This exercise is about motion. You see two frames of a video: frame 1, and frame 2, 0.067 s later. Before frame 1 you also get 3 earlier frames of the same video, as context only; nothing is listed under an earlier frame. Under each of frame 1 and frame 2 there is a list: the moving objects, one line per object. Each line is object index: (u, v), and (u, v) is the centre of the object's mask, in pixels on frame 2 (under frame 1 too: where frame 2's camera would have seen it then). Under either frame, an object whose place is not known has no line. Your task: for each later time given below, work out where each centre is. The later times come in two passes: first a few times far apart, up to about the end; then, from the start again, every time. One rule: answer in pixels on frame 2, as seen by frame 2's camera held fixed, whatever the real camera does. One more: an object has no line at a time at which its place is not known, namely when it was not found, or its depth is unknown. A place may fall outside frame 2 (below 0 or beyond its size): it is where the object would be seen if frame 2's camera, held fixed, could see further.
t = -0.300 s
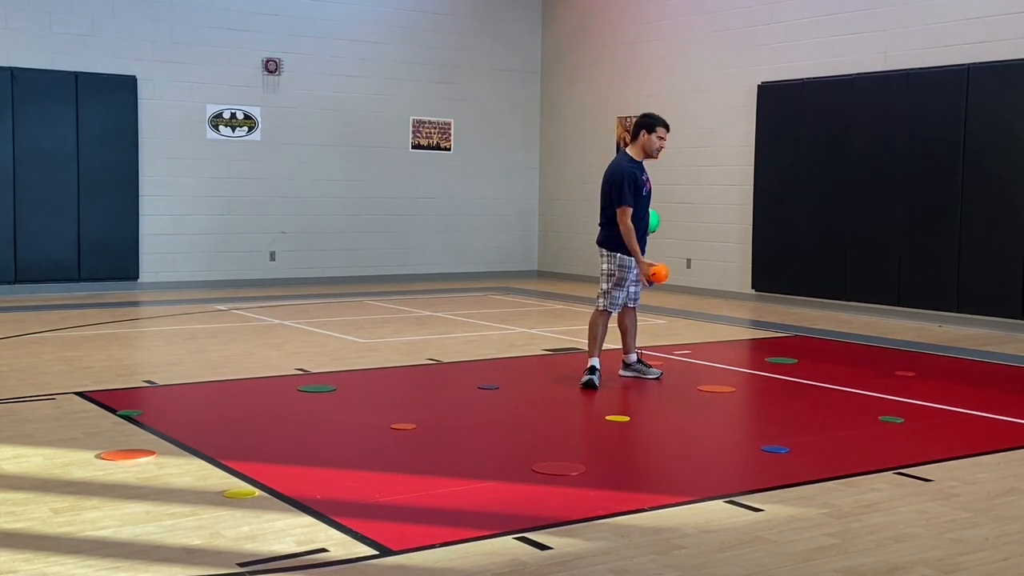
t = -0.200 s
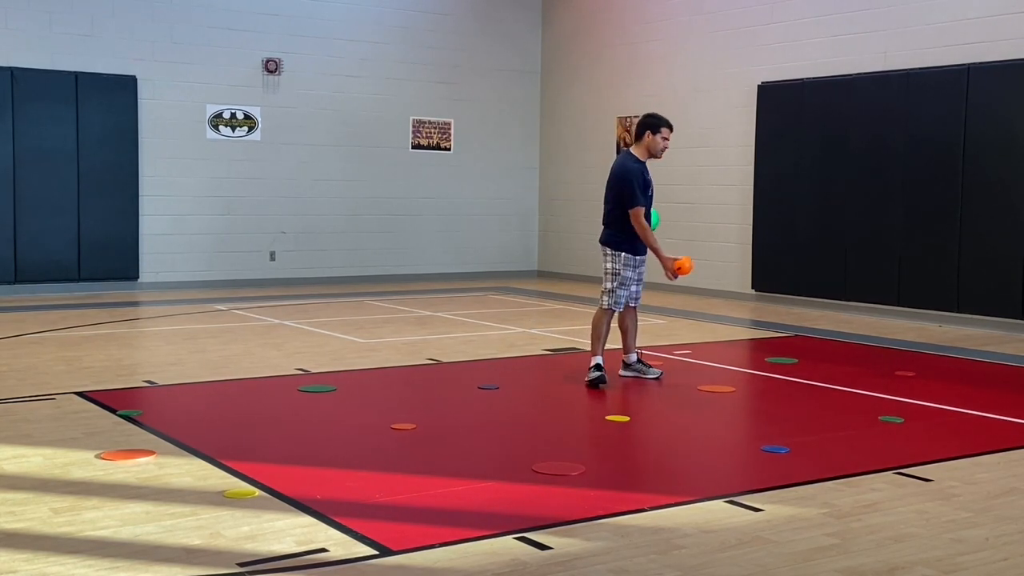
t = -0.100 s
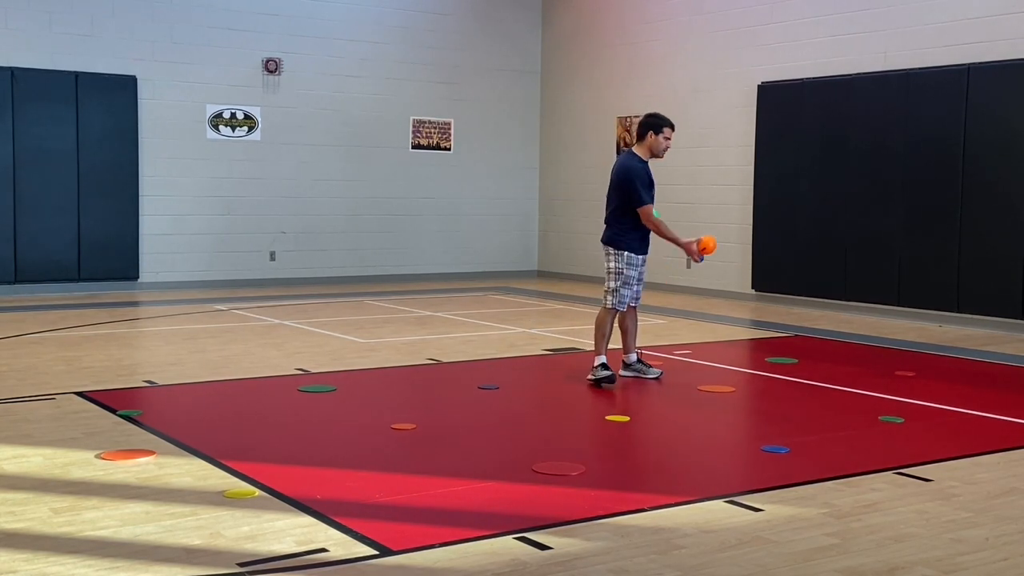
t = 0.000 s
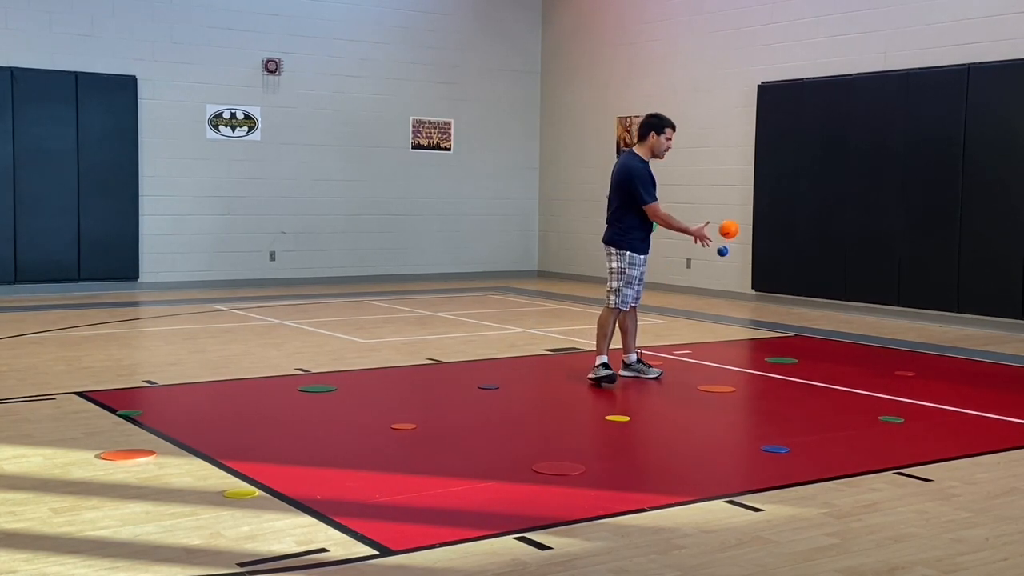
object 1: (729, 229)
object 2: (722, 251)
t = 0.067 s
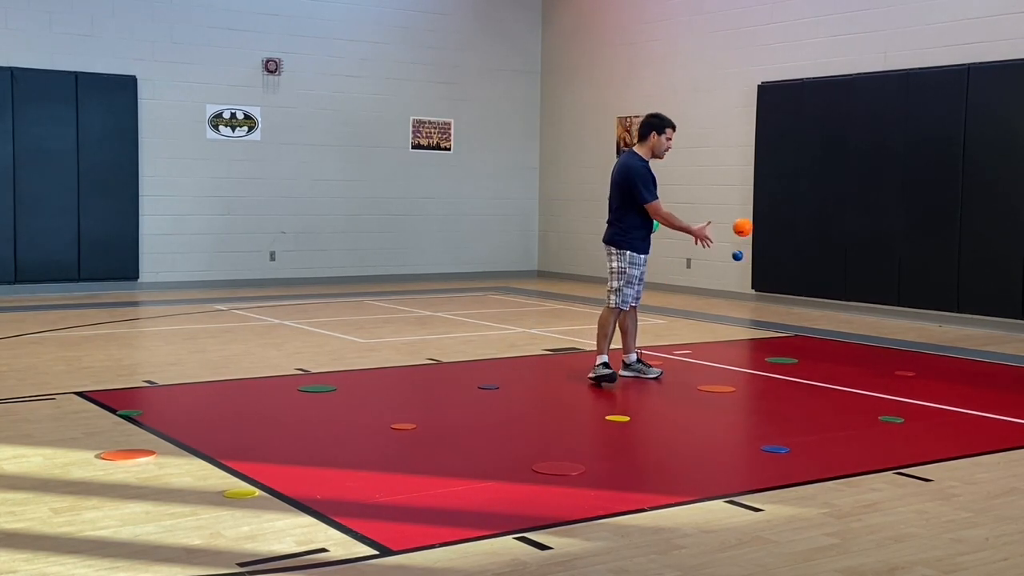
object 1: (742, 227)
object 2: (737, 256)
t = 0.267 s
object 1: (780, 262)
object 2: (778, 307)
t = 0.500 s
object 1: (815, 358)
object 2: (811, 332)
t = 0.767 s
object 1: (835, 308)
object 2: (836, 331)
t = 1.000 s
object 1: (848, 346)
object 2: (856, 337)
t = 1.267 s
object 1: (867, 336)
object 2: (875, 345)
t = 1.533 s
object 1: (883, 343)
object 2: (894, 348)
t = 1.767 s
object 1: (896, 347)
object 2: (907, 345)
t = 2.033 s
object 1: (908, 347)
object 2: (920, 342)
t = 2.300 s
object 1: (921, 346)
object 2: (933, 340)
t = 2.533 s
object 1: (932, 345)
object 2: (943, 338)
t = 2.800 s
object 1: (944, 343)
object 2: (953, 336)
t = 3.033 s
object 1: (952, 342)
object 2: (961, 334)
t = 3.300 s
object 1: (963, 341)
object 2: (969, 331)
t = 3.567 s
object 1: (973, 340)
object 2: (976, 329)
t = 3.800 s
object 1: (982, 339)
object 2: (982, 328)
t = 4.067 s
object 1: (990, 338)
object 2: (979, 328)
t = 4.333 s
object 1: (998, 337)
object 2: (971, 328)
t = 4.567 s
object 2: (965, 328)
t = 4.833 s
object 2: (957, 328)
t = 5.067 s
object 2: (950, 328)
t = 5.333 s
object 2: (942, 327)
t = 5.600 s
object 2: (935, 327)
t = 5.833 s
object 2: (929, 327)
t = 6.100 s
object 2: (922, 327)
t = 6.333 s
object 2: (917, 327)
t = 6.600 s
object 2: (911, 326)
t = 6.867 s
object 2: (906, 326)
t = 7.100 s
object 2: (901, 326)
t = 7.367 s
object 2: (896, 325)
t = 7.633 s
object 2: (891, 325)
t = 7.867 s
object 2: (888, 325)
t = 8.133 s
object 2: (885, 325)
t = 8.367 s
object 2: (882, 325)
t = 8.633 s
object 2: (879, 324)
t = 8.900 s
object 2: (877, 324)
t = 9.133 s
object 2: (874, 324)
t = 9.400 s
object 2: (873, 324)
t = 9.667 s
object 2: (872, 324)
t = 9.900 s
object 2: (871, 324)
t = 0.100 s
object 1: (749, 229)
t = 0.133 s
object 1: (756, 232)
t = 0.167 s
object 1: (762, 237)
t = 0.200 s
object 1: (768, 244)
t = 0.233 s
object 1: (774, 252)
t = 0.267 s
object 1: (780, 262)
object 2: (778, 307)
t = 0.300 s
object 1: (786, 273)
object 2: (784, 320)
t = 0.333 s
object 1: (791, 285)
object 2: (790, 335)
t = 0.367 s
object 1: (797, 299)
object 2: (795, 352)
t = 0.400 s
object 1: (802, 315)
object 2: (800, 360)
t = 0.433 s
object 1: (807, 332)
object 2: (804, 349)
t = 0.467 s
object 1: (811, 350)
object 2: (806, 338)
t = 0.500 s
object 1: (815, 358)
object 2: (811, 332)
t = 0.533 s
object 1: (818, 346)
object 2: (815, 327)
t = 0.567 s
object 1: (821, 336)
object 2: (818, 323)
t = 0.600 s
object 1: (824, 327)
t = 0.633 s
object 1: (826, 320)
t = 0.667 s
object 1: (828, 315)
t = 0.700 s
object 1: (831, 311)
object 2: (831, 324)
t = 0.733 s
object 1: (833, 309)
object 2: (834, 326)
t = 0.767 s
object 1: (835, 308)
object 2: (836, 331)
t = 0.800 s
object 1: (837, 309)
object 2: (839, 338)
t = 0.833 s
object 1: (839, 311)
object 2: (842, 347)
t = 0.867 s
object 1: (841, 315)
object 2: (845, 356)
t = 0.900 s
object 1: (843, 321)
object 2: (847, 350)
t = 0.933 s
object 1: (845, 328)
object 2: (850, 344)
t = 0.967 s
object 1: (847, 337)
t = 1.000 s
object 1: (848, 346)
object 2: (856, 337)
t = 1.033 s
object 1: (850, 355)
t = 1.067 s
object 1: (853, 348)
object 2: (860, 338)
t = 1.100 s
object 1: (855, 342)
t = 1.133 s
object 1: (858, 338)
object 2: (867, 345)
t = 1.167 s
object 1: (860, 336)
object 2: (867, 349)
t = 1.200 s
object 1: (862, 334)
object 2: (869, 350)
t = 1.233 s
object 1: (865, 335)
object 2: (872, 347)
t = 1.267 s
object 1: (867, 336)
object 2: (875, 345)
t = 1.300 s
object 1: (869, 339)
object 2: (879, 345)
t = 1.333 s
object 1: (871, 343)
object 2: (881, 344)
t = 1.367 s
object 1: (873, 349)
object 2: (882, 344)
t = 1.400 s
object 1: (875, 351)
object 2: (886, 349)
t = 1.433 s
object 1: (878, 346)
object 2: (888, 346)
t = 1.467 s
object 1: (880, 344)
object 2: (890, 346)
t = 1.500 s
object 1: (882, 343)
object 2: (892, 346)
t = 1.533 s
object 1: (883, 343)
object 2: (894, 348)
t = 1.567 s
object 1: (885, 345)
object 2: (896, 346)
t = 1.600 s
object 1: (887, 347)
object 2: (898, 345)
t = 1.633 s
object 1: (889, 349)
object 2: (899, 347)
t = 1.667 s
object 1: (891, 347)
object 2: (902, 346)
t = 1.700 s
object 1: (892, 346)
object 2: (904, 346)
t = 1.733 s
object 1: (894, 345)
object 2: (905, 345)
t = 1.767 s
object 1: (896, 347)
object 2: (907, 345)
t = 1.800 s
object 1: (897, 348)
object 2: (908, 345)
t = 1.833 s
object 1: (899, 347)
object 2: (910, 344)
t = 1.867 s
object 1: (900, 347)
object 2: (912, 344)
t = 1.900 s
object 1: (902, 348)
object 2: (914, 344)
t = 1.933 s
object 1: (904, 348)
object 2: (916, 344)
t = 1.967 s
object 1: (906, 347)
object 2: (917, 343)
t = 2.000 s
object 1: (907, 347)
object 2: (919, 343)
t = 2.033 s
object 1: (908, 347)
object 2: (920, 342)
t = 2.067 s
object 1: (910, 347)
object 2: (922, 342)
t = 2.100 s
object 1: (911, 347)
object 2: (924, 342)
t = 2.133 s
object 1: (913, 347)
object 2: (925, 342)
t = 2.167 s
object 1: (915, 347)
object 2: (927, 341)
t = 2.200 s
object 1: (917, 346)
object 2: (928, 341)
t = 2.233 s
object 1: (918, 346)
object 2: (930, 341)
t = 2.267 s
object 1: (920, 346)
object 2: (931, 340)
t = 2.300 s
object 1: (921, 346)
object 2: (933, 340)
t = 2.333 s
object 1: (923, 346)
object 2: (934, 340)
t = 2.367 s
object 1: (924, 345)
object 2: (936, 339)
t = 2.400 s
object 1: (926, 345)
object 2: (937, 339)
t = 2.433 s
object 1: (928, 345)
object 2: (939, 339)
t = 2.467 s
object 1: (929, 345)
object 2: (940, 338)
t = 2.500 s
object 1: (930, 345)
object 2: (942, 338)
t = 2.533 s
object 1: (932, 345)
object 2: (943, 338)
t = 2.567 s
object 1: (934, 344)
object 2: (944, 338)
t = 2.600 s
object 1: (935, 344)
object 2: (946, 337)
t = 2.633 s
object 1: (936, 344)
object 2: (947, 337)
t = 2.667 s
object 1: (937, 344)
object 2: (948, 337)
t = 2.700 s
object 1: (939, 344)
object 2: (949, 337)
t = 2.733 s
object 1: (940, 344)
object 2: (951, 336)
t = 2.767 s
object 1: (942, 344)
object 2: (952, 336)
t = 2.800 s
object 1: (944, 343)
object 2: (953, 336)
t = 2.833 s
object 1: (945, 343)
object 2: (954, 335)
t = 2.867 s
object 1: (946, 343)
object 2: (956, 335)
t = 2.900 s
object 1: (947, 343)
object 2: (957, 335)
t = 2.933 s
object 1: (949, 343)
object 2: (958, 334)
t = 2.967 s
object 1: (950, 342)
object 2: (959, 334)
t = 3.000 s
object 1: (952, 342)
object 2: (960, 334)
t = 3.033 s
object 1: (952, 342)
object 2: (961, 334)
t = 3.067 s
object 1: (954, 342)
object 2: (962, 333)
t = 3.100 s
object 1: (956, 342)
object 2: (963, 333)
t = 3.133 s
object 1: (957, 342)
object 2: (964, 333)
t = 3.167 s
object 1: (958, 341)
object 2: (965, 333)
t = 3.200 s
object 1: (960, 341)
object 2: (966, 332)
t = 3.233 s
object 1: (961, 341)
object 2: (967, 332)
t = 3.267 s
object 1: (962, 341)
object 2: (968, 332)
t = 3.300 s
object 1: (963, 341)
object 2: (969, 331)
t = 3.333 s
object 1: (965, 341)
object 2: (970, 331)
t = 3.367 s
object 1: (966, 340)
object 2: (971, 331)
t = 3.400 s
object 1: (967, 341)
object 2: (972, 331)
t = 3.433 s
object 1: (968, 340)
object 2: (973, 331)
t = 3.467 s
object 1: (970, 340)
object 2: (974, 330)
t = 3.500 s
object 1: (971, 340)
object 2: (975, 330)
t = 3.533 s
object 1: (972, 340)
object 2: (976, 330)
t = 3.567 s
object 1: (973, 340)
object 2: (976, 329)
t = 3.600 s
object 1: (975, 340)
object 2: (977, 329)
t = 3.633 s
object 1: (976, 339)
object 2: (978, 329)
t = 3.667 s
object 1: (977, 339)
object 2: (979, 329)
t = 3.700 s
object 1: (978, 339)
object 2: (979, 328)
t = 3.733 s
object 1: (979, 339)
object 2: (980, 328)
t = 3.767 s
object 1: (981, 339)
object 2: (981, 328)
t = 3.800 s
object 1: (982, 339)
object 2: (982, 328)
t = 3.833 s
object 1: (983, 339)
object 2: (983, 328)
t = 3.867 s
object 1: (984, 338)
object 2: (983, 328)
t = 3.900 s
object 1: (985, 338)
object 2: (984, 328)
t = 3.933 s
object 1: (986, 338)
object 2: (985, 327)
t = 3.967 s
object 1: (987, 338)
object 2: (983, 327)
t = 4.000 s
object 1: (988, 338)
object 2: (982, 327)
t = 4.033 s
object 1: (989, 338)
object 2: (981, 328)
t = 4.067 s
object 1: (990, 338)
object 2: (979, 328)
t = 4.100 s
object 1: (991, 338)
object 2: (979, 328)
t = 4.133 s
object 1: (992, 337)
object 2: (978, 328)
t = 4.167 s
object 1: (993, 337)
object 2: (977, 328)
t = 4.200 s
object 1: (994, 337)
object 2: (975, 328)
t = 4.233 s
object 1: (995, 337)
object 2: (974, 328)
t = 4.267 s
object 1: (996, 337)
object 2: (973, 328)
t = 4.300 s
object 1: (997, 337)
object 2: (972, 328)
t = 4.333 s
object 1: (998, 337)
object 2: (971, 328)
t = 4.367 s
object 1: (999, 337)
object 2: (970, 328)
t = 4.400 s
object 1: (1000, 336)
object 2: (970, 328)
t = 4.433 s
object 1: (1001, 336)
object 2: (968, 328)
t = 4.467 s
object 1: (1002, 336)
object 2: (968, 328)
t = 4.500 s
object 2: (967, 328)
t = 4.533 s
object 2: (966, 328)
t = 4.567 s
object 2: (965, 328)
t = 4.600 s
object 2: (964, 328)
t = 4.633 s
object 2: (963, 328)
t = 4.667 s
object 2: (962, 328)
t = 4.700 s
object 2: (961, 328)
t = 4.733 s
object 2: (960, 328)
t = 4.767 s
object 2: (959, 328)
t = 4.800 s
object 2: (958, 328)
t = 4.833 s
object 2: (957, 328)
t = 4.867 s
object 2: (956, 328)
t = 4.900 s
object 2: (955, 328)
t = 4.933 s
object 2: (954, 328)
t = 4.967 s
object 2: (953, 327)
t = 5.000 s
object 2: (952, 327)
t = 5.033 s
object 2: (951, 327)
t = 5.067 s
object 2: (950, 328)
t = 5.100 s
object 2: (949, 327)
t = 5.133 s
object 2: (948, 327)
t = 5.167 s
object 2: (947, 328)
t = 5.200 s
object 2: (946, 327)
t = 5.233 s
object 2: (945, 327)
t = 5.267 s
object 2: (944, 327)
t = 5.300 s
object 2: (943, 327)
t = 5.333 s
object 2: (942, 327)
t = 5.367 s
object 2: (941, 327)
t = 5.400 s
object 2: (941, 327)
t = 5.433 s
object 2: (940, 327)
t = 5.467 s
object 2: (939, 327)
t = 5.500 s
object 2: (938, 327)
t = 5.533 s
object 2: (937, 327)
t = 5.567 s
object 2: (937, 327)
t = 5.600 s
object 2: (935, 327)
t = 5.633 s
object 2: (935, 327)
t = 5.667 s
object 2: (933, 327)
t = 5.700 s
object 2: (933, 327)
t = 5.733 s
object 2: (932, 327)
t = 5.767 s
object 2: (931, 327)
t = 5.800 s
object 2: (930, 327)
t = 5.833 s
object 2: (929, 327)
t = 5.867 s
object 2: (929, 327)
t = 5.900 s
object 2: (928, 327)
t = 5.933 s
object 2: (927, 327)
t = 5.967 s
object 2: (926, 327)
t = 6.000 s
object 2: (925, 327)
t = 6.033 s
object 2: (924, 327)
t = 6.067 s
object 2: (923, 327)
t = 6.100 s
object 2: (922, 327)
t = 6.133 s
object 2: (921, 327)
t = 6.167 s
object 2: (921, 327)
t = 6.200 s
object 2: (920, 327)
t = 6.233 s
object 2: (919, 327)
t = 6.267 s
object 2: (918, 327)
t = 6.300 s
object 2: (917, 327)
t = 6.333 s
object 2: (917, 327)
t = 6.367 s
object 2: (916, 327)
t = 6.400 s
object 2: (915, 327)
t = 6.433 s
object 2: (914, 326)
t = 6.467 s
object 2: (914, 327)
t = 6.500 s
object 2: (913, 326)
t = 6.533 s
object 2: (912, 326)
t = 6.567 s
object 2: (912, 326)
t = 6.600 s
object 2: (911, 326)
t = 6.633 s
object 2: (910, 326)
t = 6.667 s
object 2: (909, 326)
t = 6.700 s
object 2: (909, 326)
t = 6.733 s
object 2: (908, 326)
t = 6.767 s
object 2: (907, 326)
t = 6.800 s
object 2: (907, 326)
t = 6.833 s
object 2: (906, 326)
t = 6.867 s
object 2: (906, 326)
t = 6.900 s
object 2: (905, 326)
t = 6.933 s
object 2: (904, 326)
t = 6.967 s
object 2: (903, 326)
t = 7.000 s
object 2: (903, 326)
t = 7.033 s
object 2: (902, 326)
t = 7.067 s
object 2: (901, 326)
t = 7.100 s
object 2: (901, 326)
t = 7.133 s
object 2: (900, 326)
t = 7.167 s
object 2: (899, 326)
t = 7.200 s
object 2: (899, 326)
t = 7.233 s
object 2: (898, 326)
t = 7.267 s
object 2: (898, 326)
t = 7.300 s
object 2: (897, 326)
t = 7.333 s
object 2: (896, 326)
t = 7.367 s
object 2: (896, 325)
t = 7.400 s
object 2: (895, 325)
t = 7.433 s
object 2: (894, 325)
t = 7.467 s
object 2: (894, 325)
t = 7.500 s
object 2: (893, 325)
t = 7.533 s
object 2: (893, 325)
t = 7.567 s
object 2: (892, 325)
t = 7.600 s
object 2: (891, 325)
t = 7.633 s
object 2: (891, 325)
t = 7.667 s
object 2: (891, 325)
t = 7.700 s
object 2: (890, 325)
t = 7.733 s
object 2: (890, 325)
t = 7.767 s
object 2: (889, 325)
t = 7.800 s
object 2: (889, 325)
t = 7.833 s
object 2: (888, 325)
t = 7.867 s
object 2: (888, 325)
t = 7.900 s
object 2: (888, 325)
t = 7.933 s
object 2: (888, 325)
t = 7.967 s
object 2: (887, 325)
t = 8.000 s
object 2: (887, 325)
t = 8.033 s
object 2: (887, 325)
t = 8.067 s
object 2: (886, 325)
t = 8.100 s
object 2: (885, 325)
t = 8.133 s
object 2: (885, 325)
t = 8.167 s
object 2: (885, 325)
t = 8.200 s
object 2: (884, 325)
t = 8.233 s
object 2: (884, 325)
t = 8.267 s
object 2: (883, 325)
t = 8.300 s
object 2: (883, 325)
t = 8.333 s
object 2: (883, 325)
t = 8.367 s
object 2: (882, 325)
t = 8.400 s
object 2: (882, 325)
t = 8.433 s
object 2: (881, 325)
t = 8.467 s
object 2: (881, 324)
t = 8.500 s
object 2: (880, 324)
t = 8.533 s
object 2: (880, 324)
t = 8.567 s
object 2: (880, 324)
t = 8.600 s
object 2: (879, 324)
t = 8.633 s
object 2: (879, 324)
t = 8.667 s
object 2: (879, 324)
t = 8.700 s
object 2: (878, 324)
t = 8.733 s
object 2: (878, 324)
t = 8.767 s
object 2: (878, 324)
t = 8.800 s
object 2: (877, 324)
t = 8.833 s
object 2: (877, 324)
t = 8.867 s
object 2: (877, 324)
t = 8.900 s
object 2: (877, 324)
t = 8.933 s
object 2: (876, 324)
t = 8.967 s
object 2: (876, 324)
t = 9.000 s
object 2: (876, 324)
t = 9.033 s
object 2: (875, 324)
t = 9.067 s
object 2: (875, 324)
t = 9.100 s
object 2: (875, 324)
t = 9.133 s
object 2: (874, 324)
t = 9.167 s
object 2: (874, 324)
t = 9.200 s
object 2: (874, 324)
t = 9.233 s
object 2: (874, 324)
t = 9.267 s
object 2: (874, 324)
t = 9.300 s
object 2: (873, 324)
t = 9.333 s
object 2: (873, 324)
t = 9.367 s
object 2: (873, 324)
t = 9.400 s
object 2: (873, 324)
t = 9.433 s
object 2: (873, 324)
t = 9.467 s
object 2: (873, 324)
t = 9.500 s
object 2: (872, 324)
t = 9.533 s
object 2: (872, 324)
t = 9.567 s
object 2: (872, 324)
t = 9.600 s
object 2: (872, 324)
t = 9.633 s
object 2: (872, 324)
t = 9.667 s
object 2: (872, 324)
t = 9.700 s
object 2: (872, 324)
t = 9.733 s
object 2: (872, 324)
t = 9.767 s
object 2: (872, 324)
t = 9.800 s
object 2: (872, 324)
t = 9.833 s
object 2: (872, 324)
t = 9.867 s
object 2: (872, 324)
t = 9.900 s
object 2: (871, 324)
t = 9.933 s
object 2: (872, 324)
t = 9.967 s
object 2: (871, 324)
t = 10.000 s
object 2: (871, 324)
